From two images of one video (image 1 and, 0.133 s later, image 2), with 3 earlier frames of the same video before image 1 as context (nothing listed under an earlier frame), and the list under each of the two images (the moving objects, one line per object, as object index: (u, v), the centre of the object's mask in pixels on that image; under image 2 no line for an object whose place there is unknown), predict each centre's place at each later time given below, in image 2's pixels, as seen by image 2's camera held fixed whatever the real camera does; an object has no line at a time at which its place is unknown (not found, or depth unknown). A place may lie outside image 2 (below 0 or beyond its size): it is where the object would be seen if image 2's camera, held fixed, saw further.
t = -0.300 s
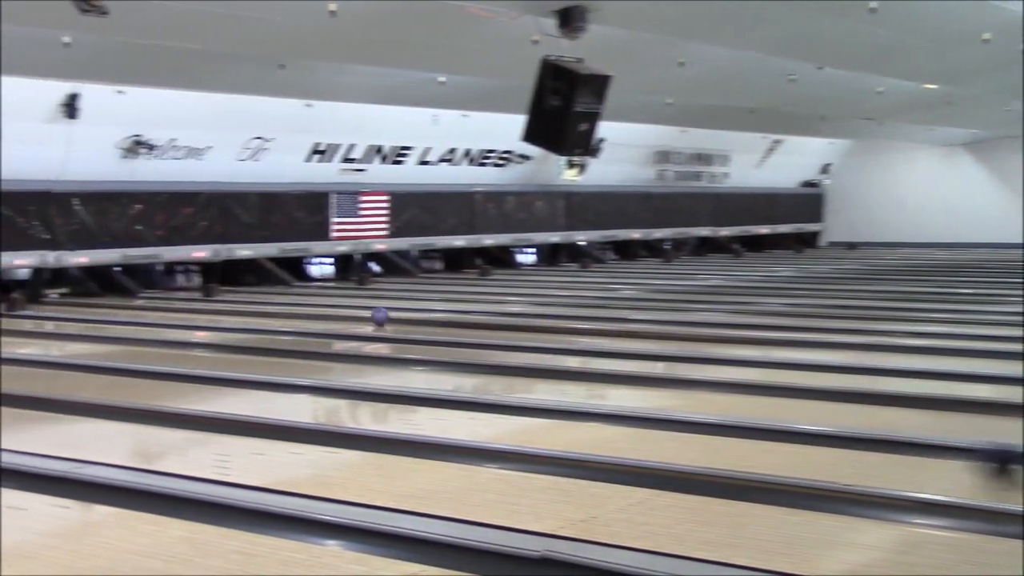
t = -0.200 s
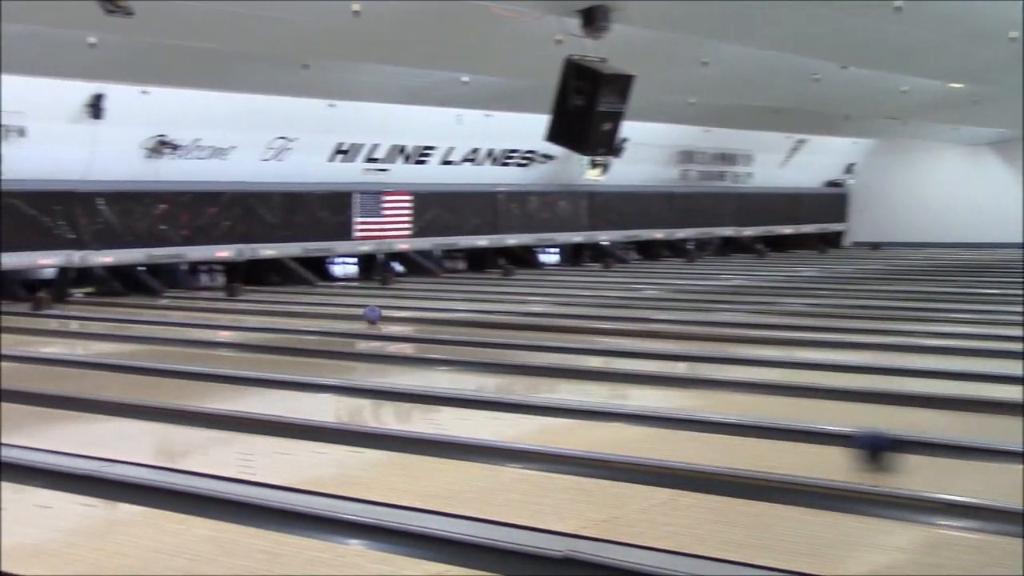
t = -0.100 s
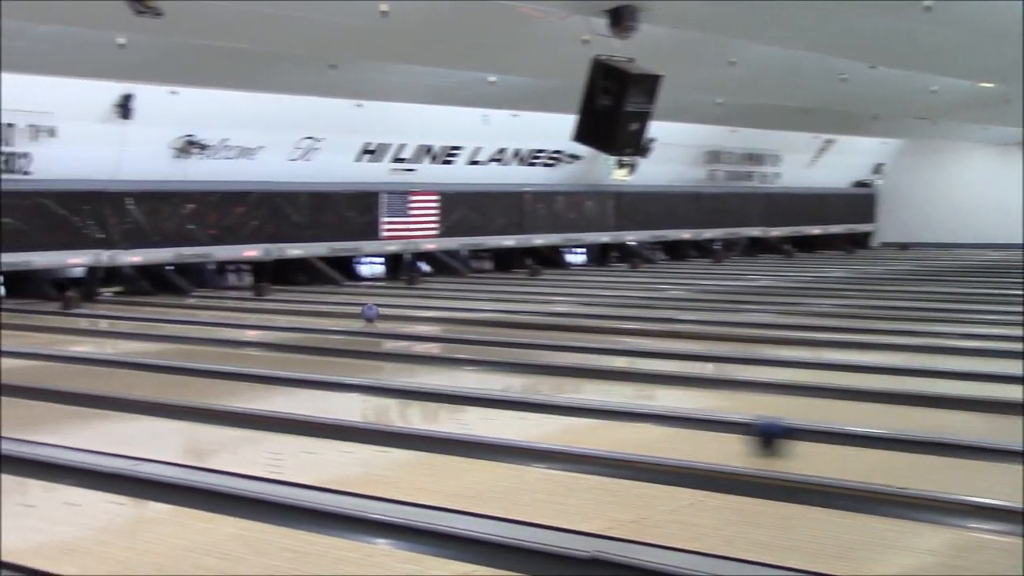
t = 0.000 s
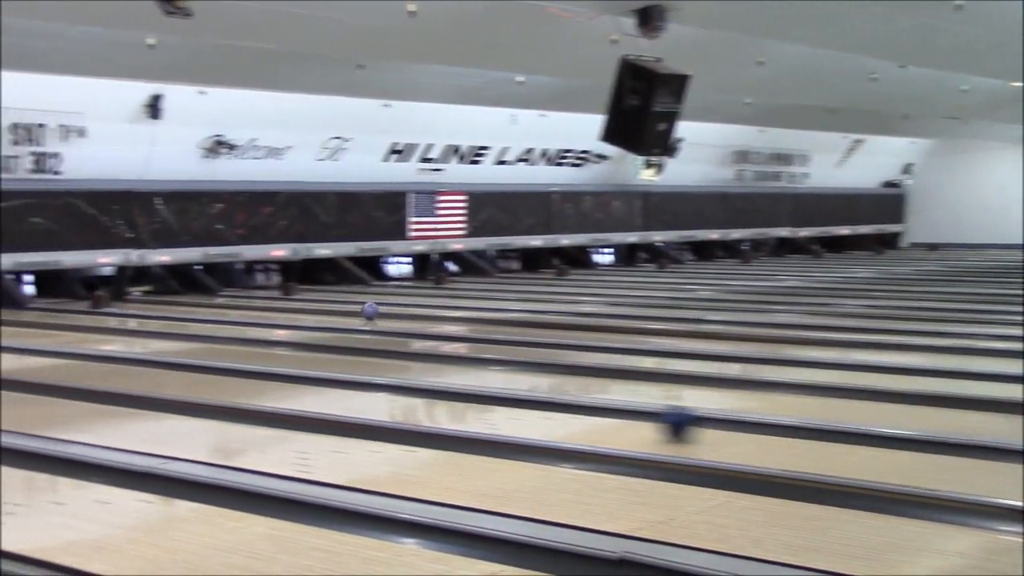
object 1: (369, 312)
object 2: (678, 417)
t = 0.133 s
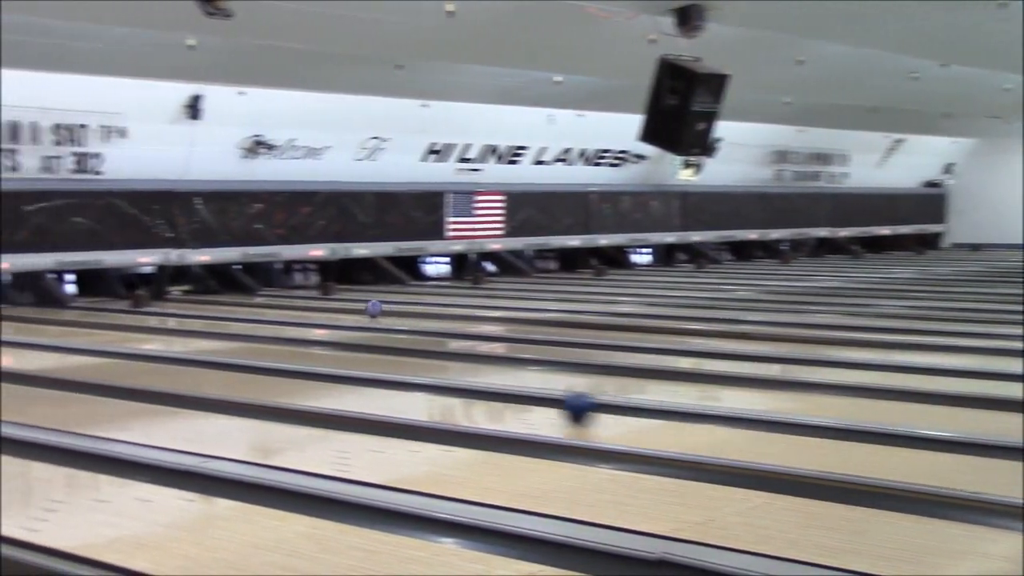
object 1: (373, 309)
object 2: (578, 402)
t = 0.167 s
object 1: (367, 309)
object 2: (547, 400)
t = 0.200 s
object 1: (362, 309)
